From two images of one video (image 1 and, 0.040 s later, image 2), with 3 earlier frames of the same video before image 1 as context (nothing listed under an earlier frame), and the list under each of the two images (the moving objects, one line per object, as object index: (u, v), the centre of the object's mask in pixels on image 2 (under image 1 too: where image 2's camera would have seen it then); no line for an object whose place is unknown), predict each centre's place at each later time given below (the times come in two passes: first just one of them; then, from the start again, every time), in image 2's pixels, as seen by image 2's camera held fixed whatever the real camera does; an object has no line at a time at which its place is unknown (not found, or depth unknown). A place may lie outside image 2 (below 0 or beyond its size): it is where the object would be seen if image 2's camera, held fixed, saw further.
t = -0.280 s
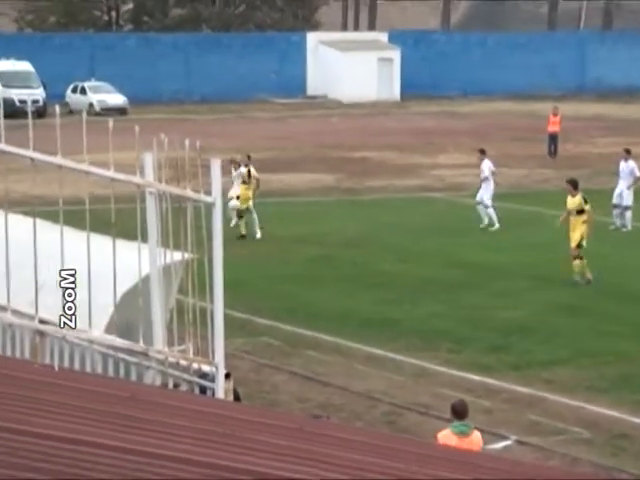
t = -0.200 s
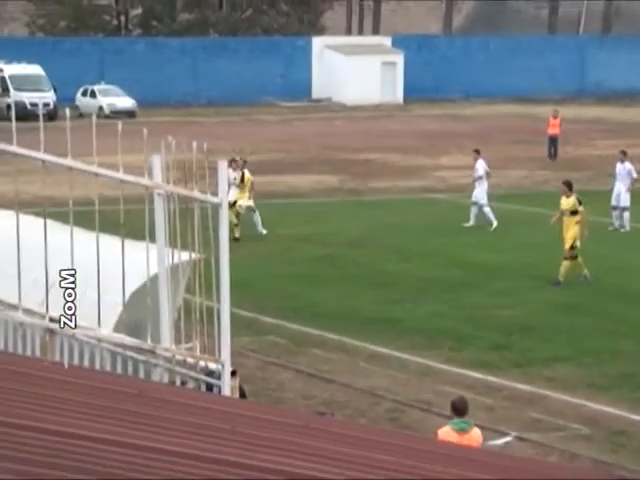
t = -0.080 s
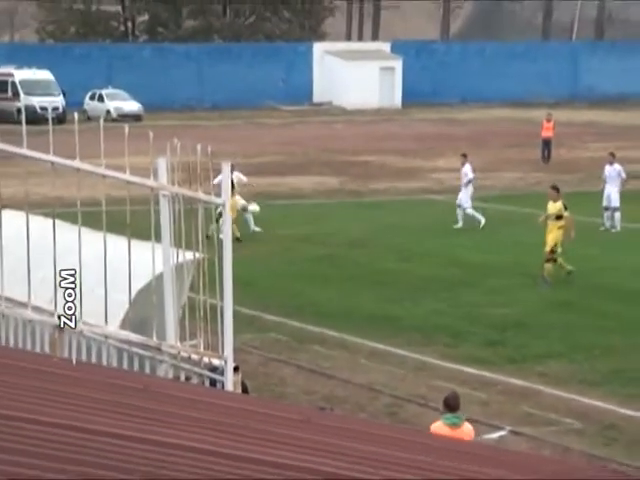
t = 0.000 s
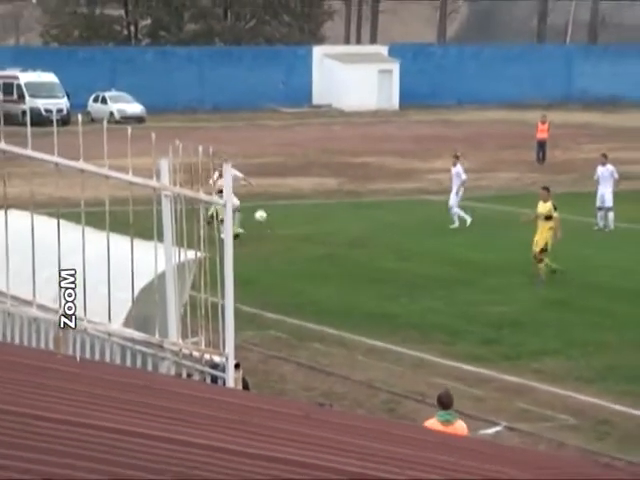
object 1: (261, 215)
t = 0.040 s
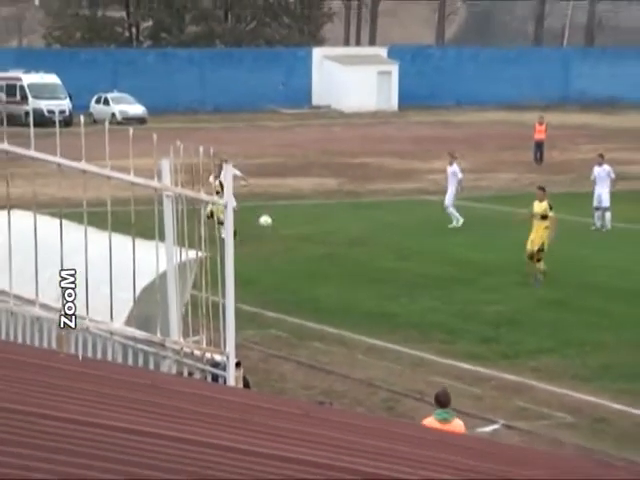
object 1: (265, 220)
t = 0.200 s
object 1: (285, 251)
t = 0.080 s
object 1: (270, 226)
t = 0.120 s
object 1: (274, 233)
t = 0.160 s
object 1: (280, 242)
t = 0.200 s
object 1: (285, 251)
